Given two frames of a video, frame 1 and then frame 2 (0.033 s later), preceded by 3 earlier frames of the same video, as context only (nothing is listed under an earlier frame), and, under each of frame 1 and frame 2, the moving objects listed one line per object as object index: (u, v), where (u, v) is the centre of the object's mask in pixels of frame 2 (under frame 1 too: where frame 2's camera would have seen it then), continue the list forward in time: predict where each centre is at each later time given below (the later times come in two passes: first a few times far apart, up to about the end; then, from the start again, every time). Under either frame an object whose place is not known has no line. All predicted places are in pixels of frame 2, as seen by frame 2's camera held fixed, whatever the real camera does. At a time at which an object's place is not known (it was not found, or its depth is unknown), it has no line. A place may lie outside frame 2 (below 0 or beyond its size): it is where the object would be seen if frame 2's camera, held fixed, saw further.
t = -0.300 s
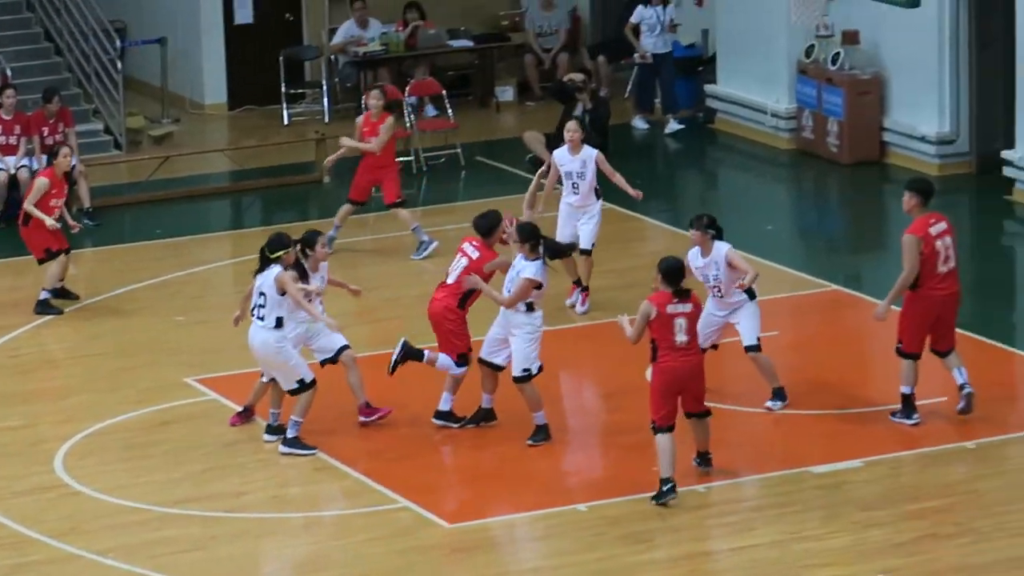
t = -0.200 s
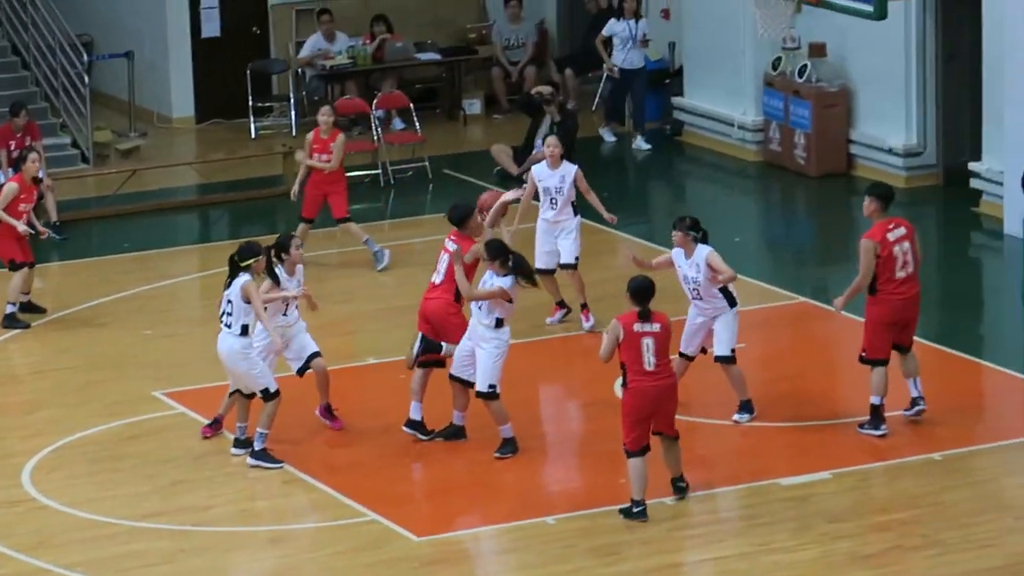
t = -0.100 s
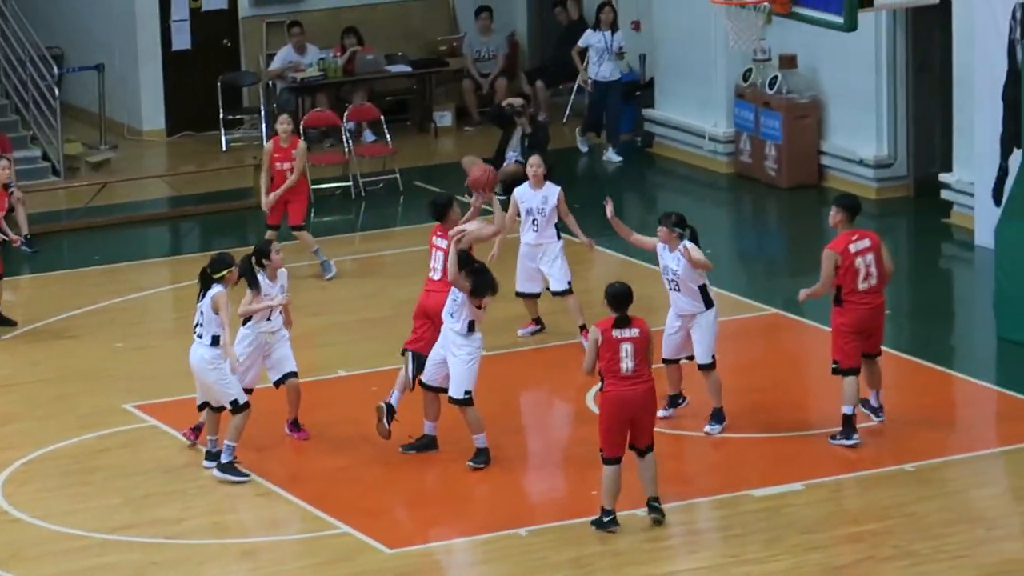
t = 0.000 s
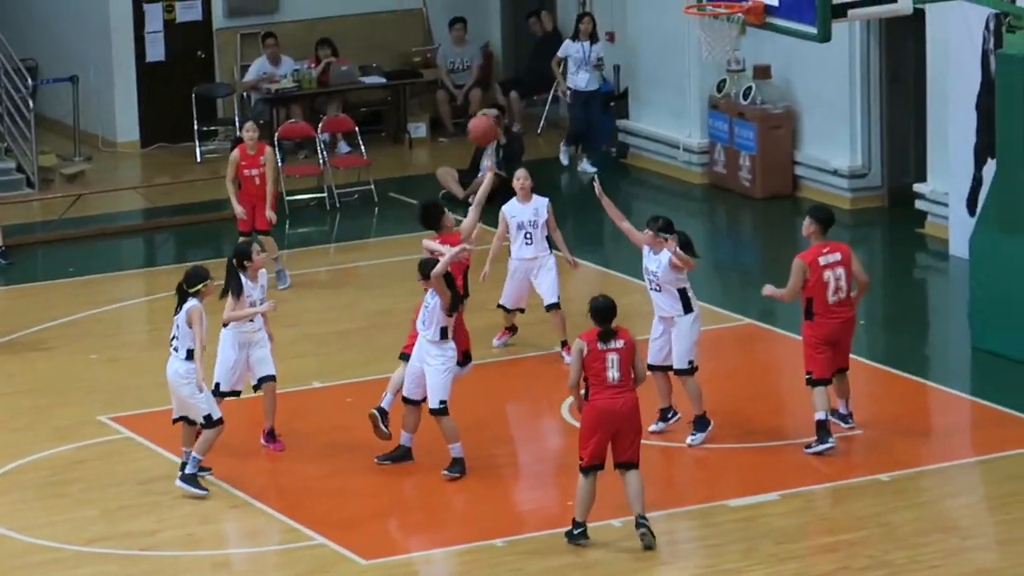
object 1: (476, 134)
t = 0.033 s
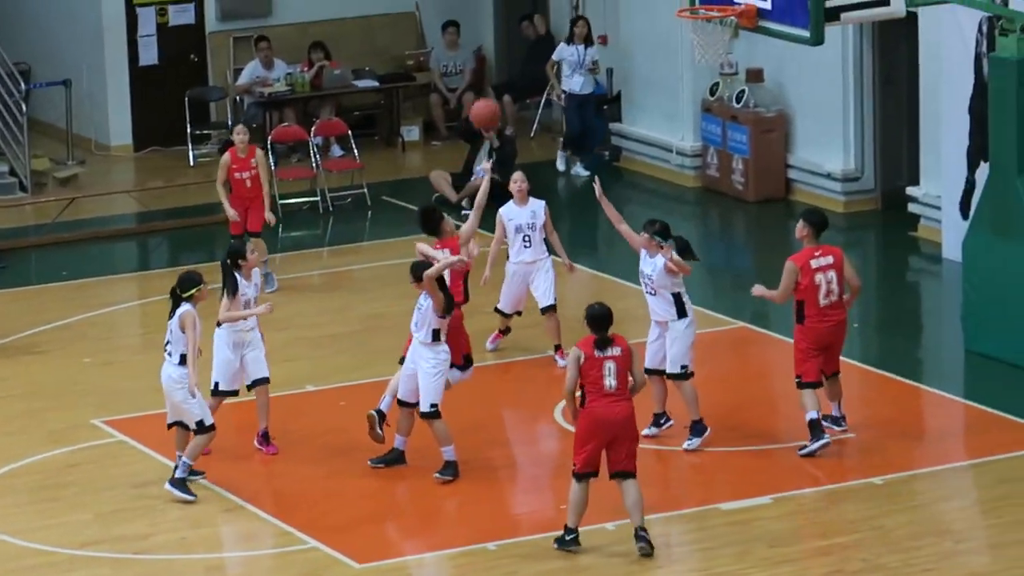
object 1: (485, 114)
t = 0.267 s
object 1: (557, 16)
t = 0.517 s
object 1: (636, -11)
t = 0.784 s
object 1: (644, 6)
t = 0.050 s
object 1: (490, 105)
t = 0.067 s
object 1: (496, 96)
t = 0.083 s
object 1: (500, 87)
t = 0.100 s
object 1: (506, 79)
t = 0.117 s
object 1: (511, 71)
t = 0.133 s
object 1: (516, 63)
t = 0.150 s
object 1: (521, 56)
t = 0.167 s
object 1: (526, 49)
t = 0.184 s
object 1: (532, 43)
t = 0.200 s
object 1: (537, 37)
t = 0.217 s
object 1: (542, 31)
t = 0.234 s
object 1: (547, 25)
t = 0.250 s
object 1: (551, 21)
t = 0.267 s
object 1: (557, 16)
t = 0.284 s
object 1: (564, 12)
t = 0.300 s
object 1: (568, 7)
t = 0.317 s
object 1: (573, 4)
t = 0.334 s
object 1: (579, 1)
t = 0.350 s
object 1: (584, -2)
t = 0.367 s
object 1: (589, -5)
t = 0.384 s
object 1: (595, -7)
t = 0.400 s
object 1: (600, -9)
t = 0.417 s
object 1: (605, -10)
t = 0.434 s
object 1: (610, -11)
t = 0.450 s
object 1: (615, -12)
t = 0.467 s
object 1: (620, -12)
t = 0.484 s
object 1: (626, -12)
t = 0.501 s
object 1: (631, -11)
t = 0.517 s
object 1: (636, -11)
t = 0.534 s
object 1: (642, -10)
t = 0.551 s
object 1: (647, -8)
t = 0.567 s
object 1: (652, -6)
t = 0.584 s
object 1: (657, -4)
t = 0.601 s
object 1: (662, -1)
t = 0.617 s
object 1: (668, 2)
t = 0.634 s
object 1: (673, 5)
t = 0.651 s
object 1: (672, 6)
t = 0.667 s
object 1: (669, 5)
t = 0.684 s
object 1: (665, 4)
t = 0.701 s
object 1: (662, 4)
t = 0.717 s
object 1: (658, 3)
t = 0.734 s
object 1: (655, 3)
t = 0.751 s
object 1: (651, 4)
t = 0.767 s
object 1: (648, 5)
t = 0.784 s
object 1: (644, 6)
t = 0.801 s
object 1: (641, 8)
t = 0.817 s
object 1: (637, 10)
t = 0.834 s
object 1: (634, 12)
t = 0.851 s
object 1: (630, 15)
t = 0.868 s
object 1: (627, 18)
